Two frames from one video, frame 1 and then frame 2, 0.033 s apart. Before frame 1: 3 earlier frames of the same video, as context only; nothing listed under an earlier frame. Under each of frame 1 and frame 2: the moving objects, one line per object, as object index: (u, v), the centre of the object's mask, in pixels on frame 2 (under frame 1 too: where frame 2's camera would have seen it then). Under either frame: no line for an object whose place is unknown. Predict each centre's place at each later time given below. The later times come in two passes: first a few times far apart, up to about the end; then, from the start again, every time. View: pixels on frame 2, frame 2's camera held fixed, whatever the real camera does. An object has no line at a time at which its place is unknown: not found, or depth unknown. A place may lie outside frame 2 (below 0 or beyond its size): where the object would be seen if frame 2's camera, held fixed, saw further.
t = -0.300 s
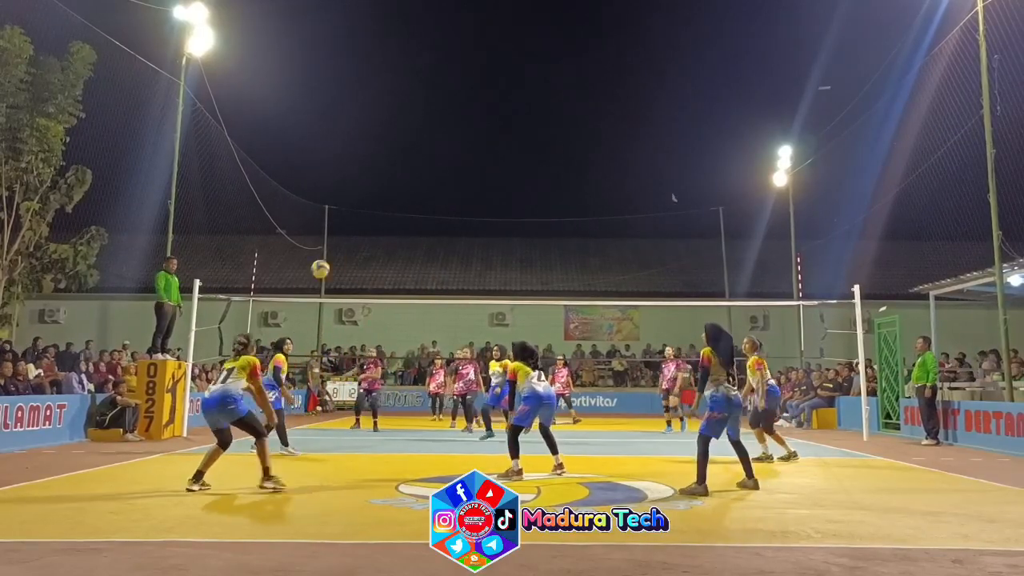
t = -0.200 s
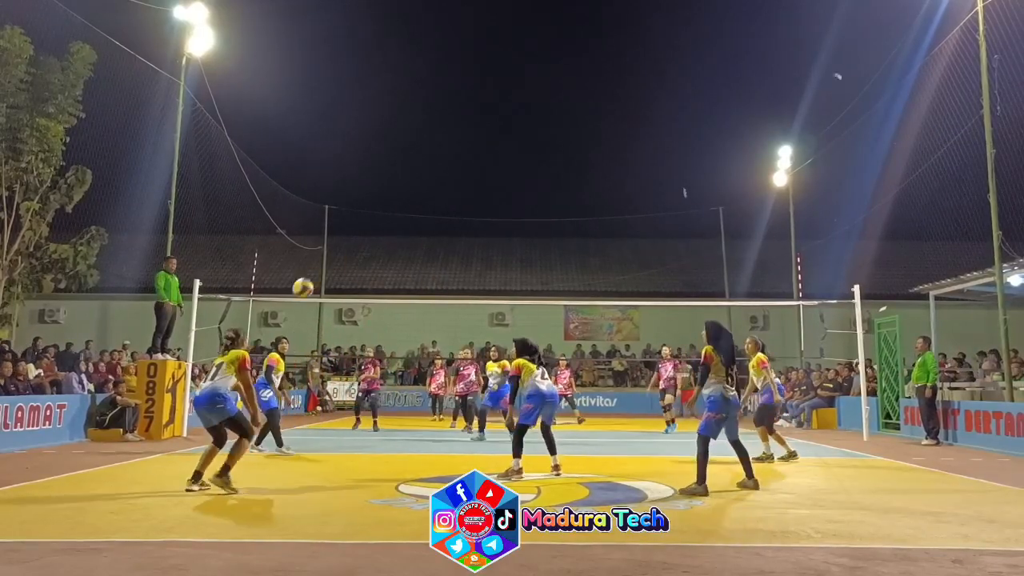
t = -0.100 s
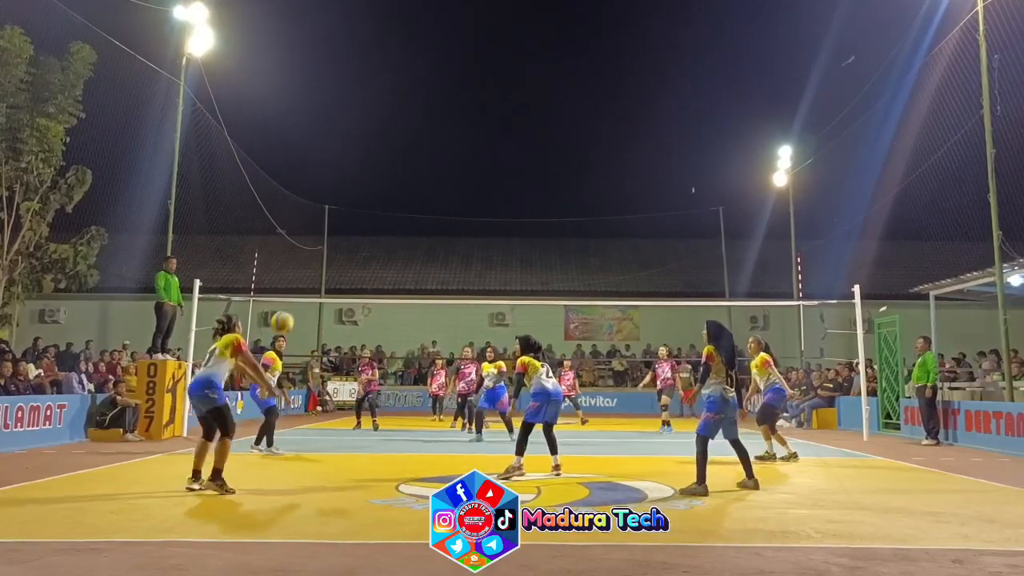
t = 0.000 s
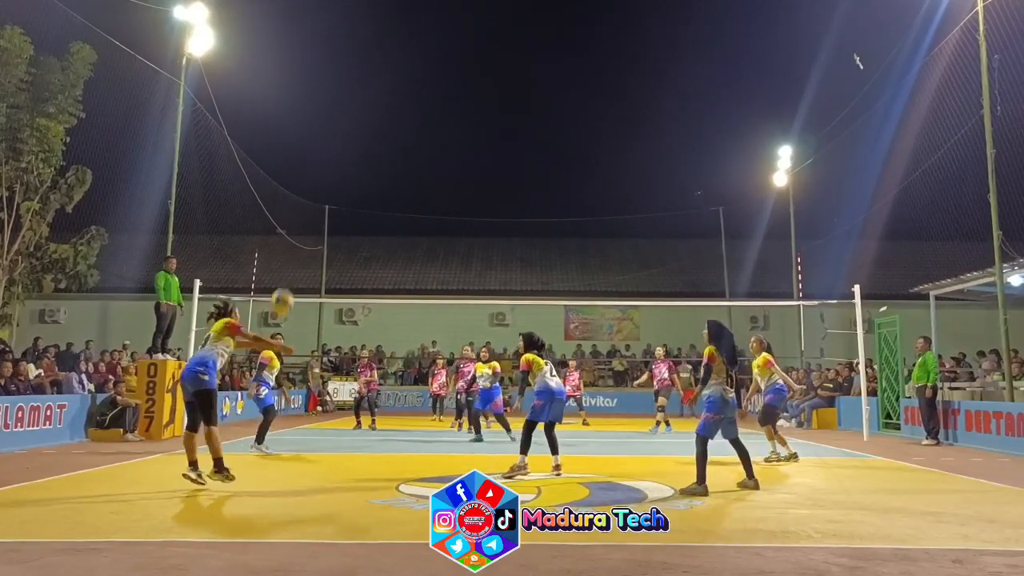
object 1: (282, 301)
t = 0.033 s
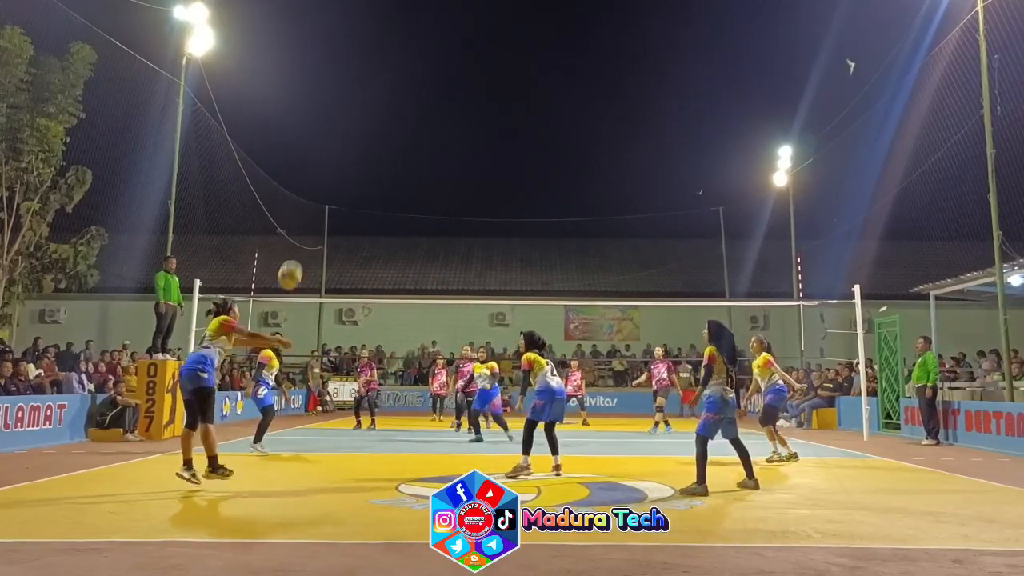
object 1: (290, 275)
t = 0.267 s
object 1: (340, 135)
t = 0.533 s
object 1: (387, 66)
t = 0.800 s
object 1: (424, 63)
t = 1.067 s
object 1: (454, 111)
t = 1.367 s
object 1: (483, 213)
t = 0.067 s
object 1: (298, 249)
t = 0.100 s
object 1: (306, 225)
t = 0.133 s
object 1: (313, 204)
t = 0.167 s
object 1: (320, 184)
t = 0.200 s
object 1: (327, 166)
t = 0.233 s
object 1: (334, 150)
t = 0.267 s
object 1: (340, 135)
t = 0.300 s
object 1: (347, 122)
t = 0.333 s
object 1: (353, 110)
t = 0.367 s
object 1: (359, 100)
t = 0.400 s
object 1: (365, 90)
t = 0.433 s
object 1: (371, 83)
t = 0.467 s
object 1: (376, 76)
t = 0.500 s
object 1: (381, 70)
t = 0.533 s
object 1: (387, 66)
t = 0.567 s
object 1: (392, 62)
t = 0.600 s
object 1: (397, 60)
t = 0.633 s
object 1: (402, 58)
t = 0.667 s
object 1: (406, 57)
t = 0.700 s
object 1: (411, 58)
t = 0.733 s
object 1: (415, 59)
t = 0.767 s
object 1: (420, 60)
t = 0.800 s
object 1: (424, 63)
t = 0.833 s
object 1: (428, 67)
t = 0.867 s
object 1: (432, 71)
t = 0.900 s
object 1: (436, 76)
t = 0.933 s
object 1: (440, 81)
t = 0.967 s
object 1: (444, 88)
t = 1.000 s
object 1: (447, 95)
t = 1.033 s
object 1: (451, 102)
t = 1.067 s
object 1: (454, 111)
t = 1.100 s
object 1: (458, 120)
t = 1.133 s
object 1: (461, 129)
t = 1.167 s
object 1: (464, 140)
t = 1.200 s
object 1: (467, 150)
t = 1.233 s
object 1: (471, 162)
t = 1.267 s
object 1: (474, 174)
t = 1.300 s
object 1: (477, 186)
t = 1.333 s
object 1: (480, 199)
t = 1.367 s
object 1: (483, 213)
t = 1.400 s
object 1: (486, 227)
